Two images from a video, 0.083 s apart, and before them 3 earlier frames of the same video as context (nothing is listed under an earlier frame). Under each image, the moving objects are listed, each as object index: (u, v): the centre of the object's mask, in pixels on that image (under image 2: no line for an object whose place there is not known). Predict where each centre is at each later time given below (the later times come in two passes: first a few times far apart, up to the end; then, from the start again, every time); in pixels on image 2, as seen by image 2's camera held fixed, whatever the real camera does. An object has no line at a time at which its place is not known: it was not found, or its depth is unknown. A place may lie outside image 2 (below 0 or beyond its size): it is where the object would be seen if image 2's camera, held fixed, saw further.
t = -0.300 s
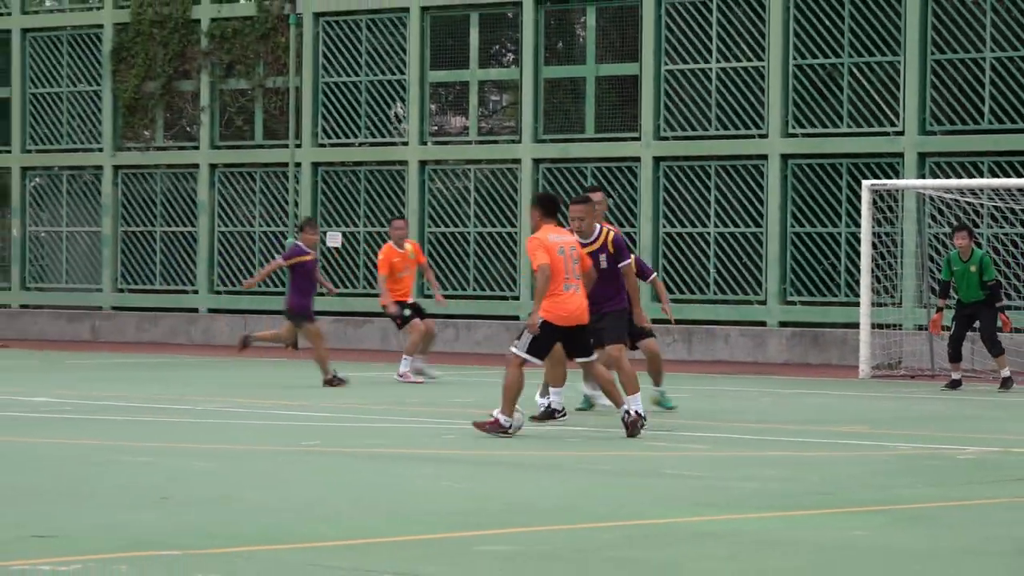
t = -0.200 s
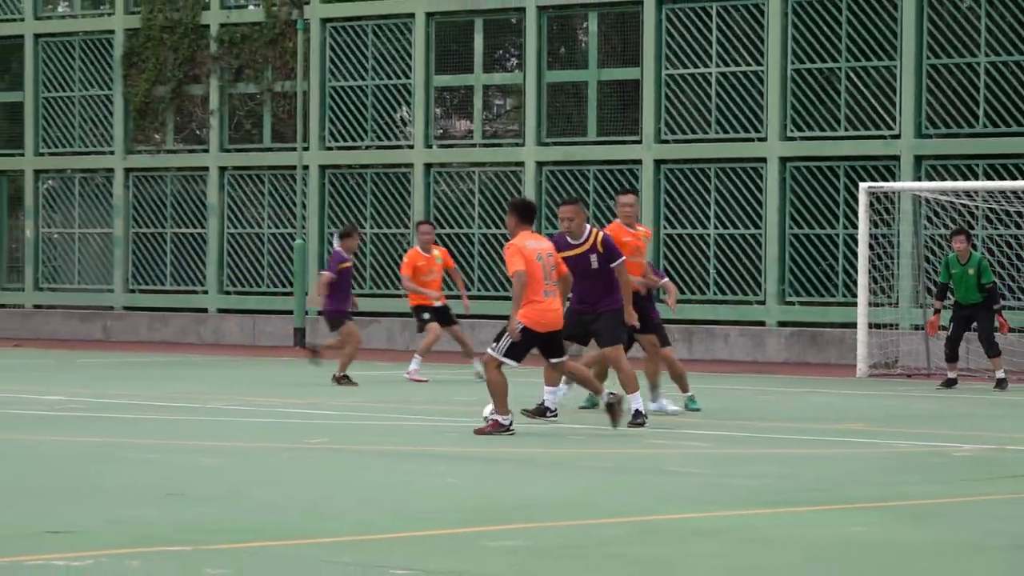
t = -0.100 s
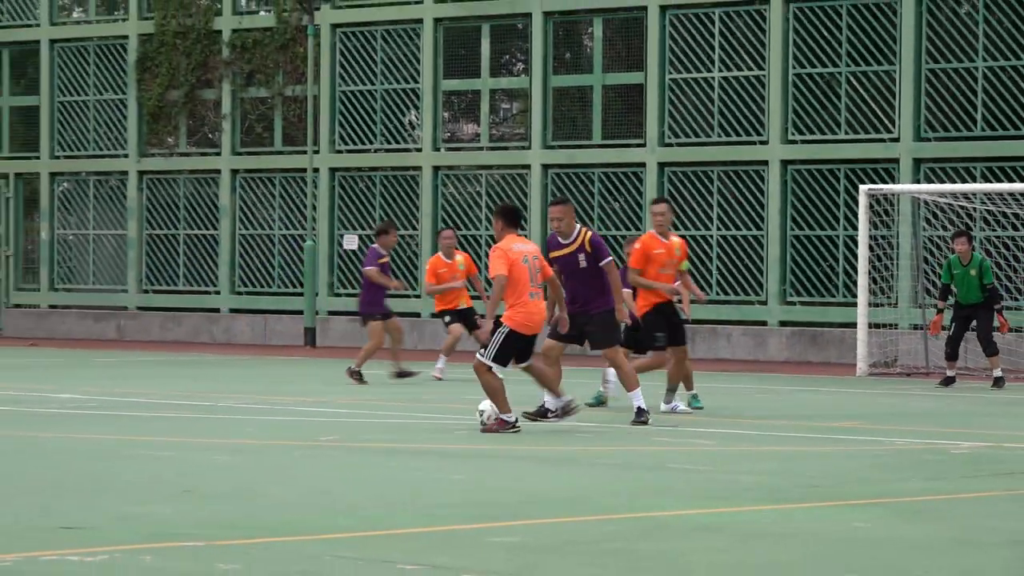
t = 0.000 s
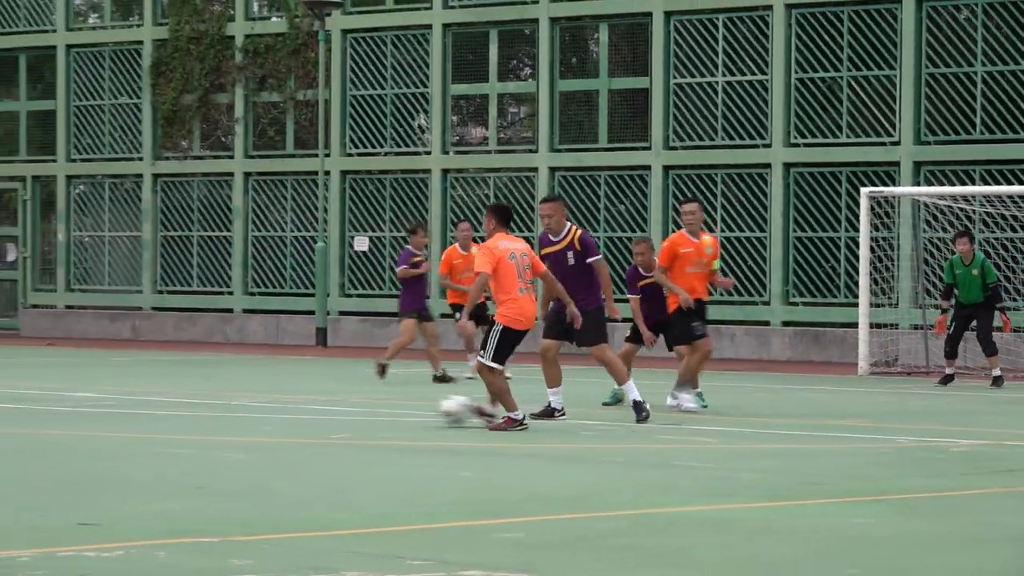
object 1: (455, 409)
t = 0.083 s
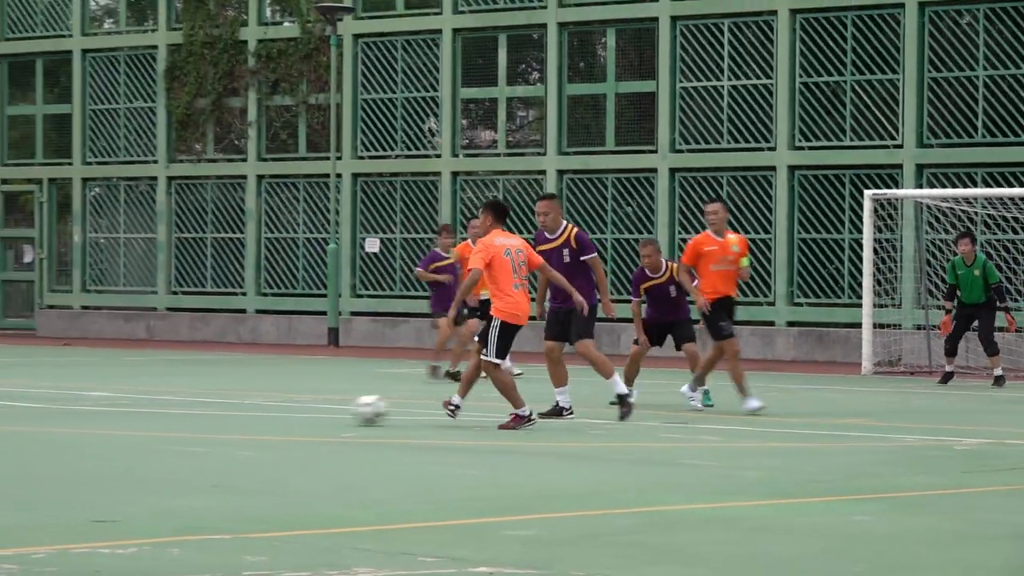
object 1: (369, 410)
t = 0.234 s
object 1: (214, 411)
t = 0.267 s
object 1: (185, 410)
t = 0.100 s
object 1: (352, 411)
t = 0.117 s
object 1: (334, 410)
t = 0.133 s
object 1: (315, 410)
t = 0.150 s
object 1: (297, 410)
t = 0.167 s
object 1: (281, 410)
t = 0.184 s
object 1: (264, 411)
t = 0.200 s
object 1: (245, 411)
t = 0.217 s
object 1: (229, 412)
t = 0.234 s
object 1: (214, 411)
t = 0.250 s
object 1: (199, 410)
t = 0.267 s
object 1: (185, 410)
